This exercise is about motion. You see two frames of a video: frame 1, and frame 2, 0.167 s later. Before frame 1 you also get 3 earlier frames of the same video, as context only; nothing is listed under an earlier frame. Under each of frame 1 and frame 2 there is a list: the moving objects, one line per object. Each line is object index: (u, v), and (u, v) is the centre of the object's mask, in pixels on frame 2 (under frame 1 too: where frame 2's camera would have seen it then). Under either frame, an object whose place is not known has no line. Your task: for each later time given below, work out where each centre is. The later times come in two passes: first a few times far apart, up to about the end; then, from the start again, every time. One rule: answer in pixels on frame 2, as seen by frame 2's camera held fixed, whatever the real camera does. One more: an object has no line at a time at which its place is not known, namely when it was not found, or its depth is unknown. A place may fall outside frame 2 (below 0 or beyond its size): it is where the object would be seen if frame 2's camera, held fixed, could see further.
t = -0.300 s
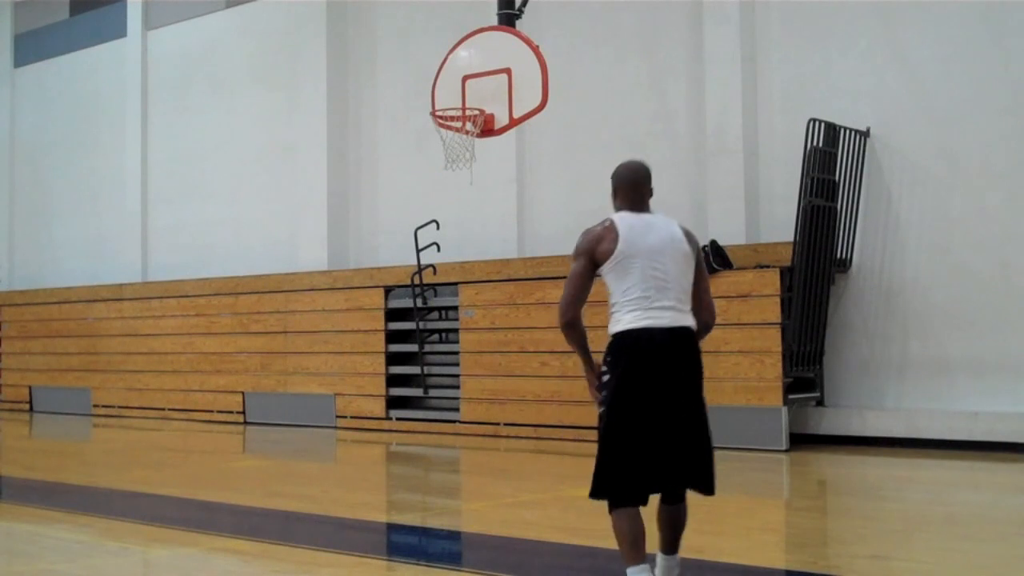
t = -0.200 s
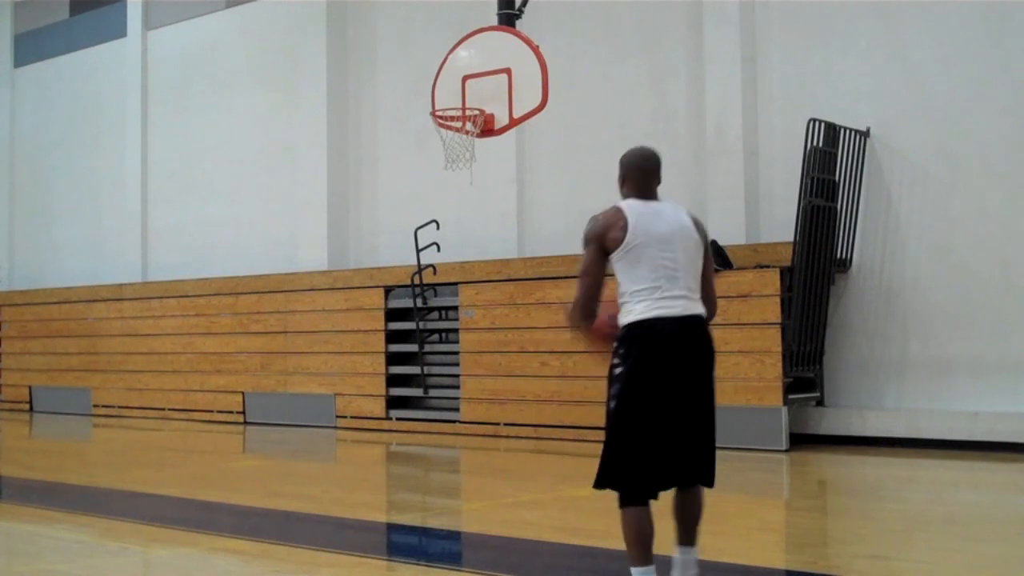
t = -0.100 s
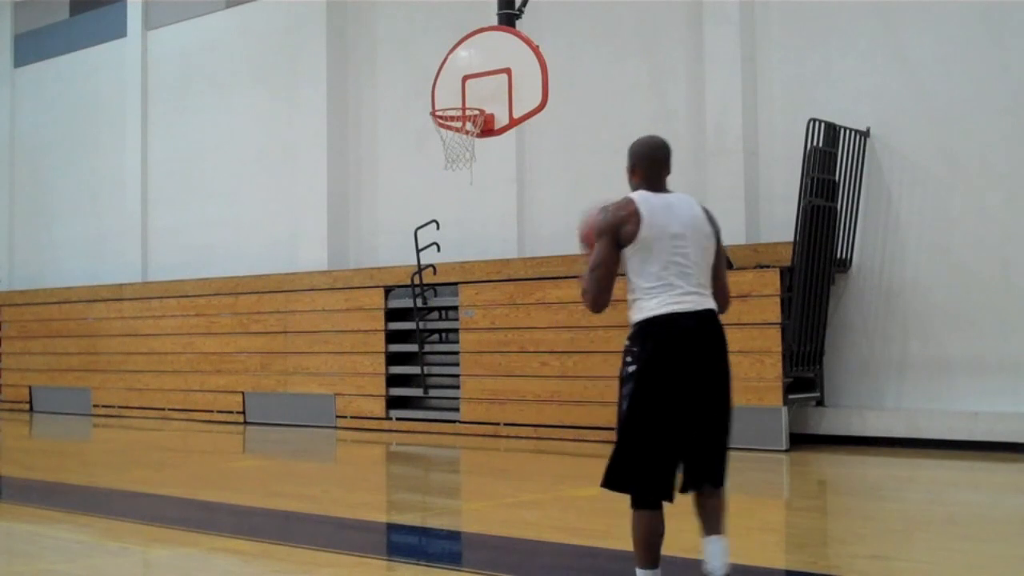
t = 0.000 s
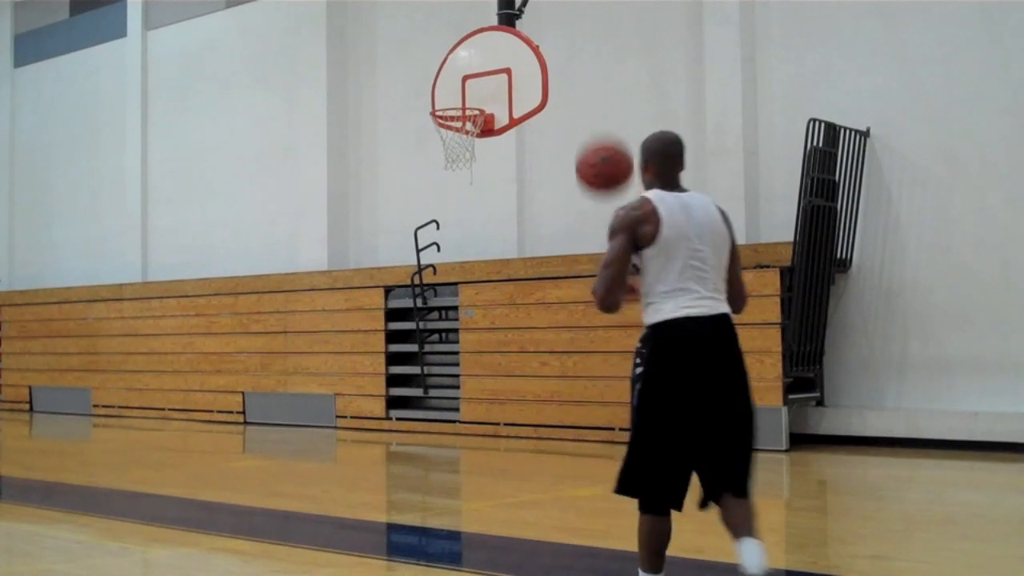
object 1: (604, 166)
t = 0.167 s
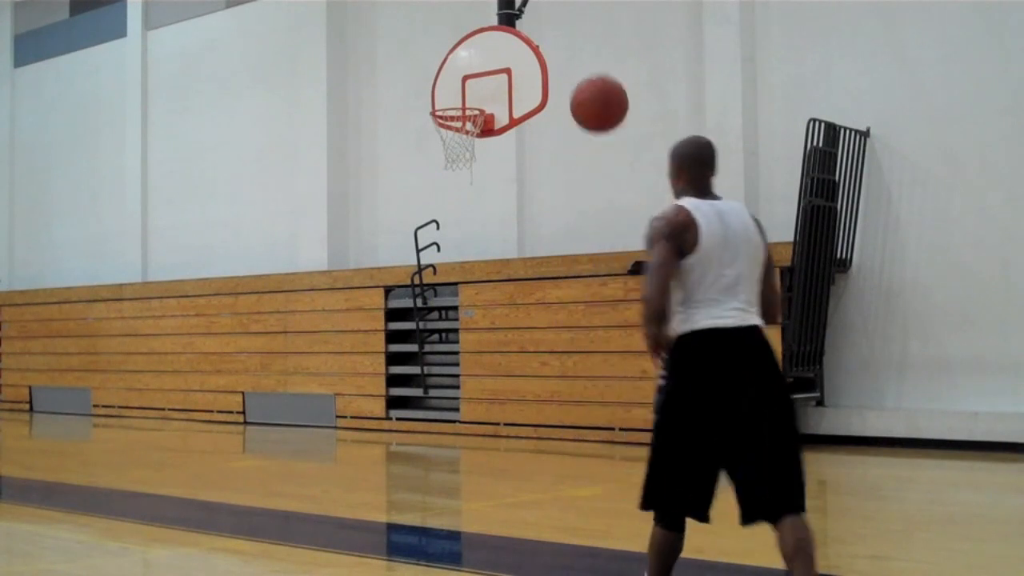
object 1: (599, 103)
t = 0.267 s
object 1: (597, 96)
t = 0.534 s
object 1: (591, 187)
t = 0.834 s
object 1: (587, 501)
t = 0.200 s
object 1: (598, 99)
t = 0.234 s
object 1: (597, 96)
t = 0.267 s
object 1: (597, 96)
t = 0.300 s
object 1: (596, 99)
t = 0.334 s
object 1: (595, 104)
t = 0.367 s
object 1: (594, 111)
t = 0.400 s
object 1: (594, 121)
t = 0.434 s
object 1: (593, 134)
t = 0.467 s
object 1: (592, 150)
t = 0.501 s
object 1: (591, 167)
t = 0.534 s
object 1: (591, 187)
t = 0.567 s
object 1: (590, 210)
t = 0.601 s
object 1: (590, 234)
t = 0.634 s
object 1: (589, 265)
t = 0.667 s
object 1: (589, 300)
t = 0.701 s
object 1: (588, 331)
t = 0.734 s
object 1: (589, 368)
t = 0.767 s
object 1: (588, 410)
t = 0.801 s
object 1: (588, 456)
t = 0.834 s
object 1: (587, 501)
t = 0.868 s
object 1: (587, 543)
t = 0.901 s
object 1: (588, 561)
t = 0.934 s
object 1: (593, 538)
